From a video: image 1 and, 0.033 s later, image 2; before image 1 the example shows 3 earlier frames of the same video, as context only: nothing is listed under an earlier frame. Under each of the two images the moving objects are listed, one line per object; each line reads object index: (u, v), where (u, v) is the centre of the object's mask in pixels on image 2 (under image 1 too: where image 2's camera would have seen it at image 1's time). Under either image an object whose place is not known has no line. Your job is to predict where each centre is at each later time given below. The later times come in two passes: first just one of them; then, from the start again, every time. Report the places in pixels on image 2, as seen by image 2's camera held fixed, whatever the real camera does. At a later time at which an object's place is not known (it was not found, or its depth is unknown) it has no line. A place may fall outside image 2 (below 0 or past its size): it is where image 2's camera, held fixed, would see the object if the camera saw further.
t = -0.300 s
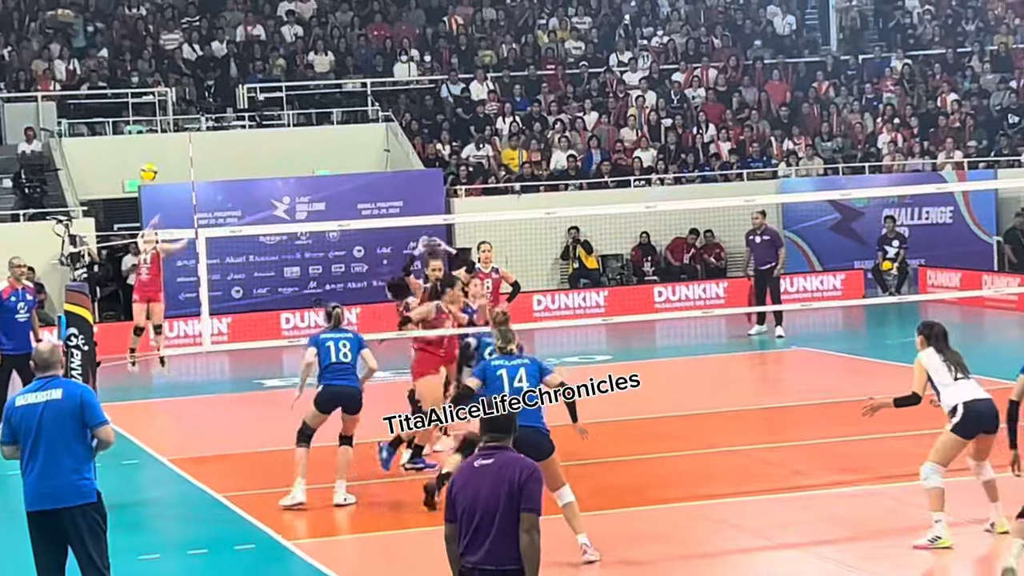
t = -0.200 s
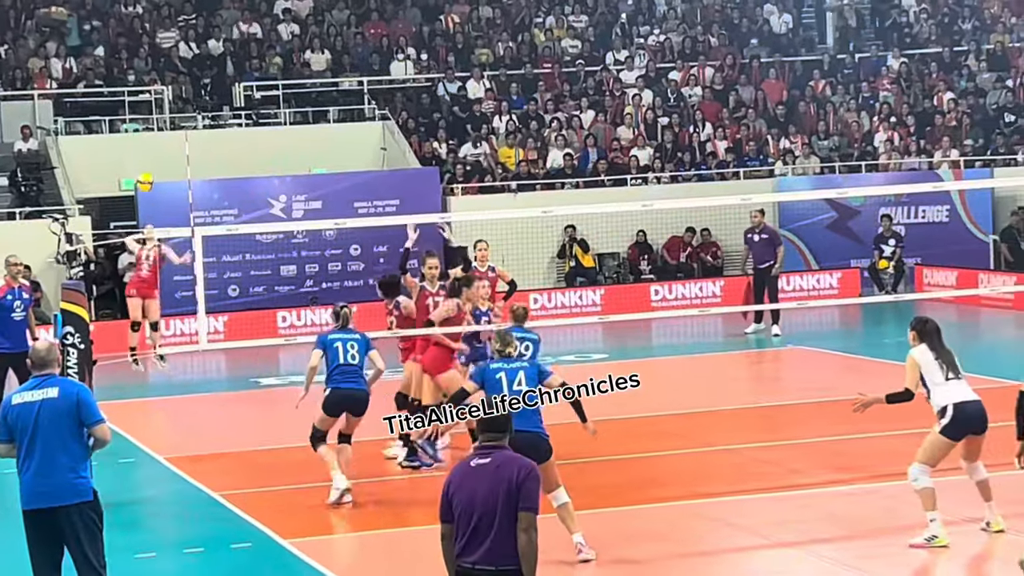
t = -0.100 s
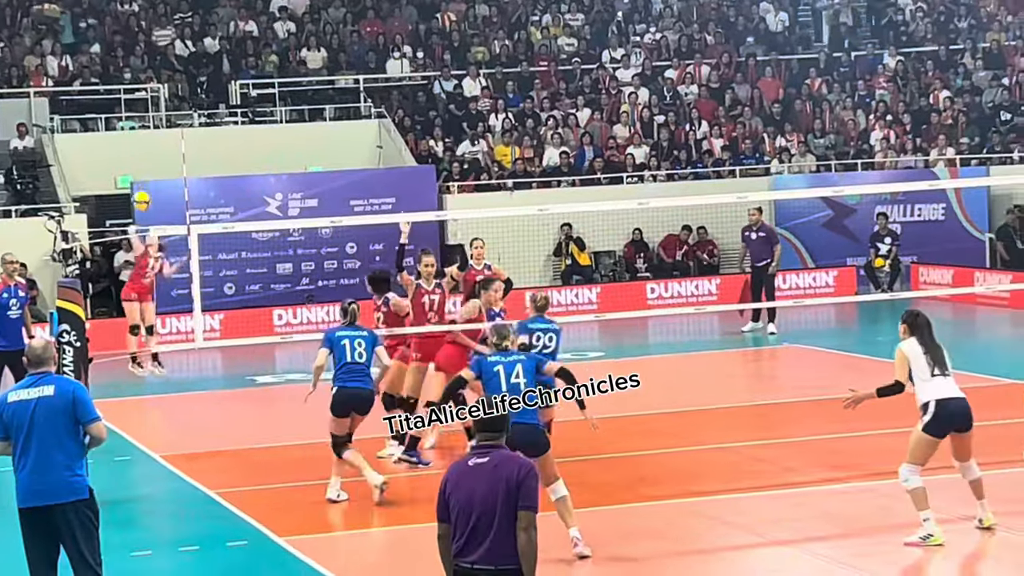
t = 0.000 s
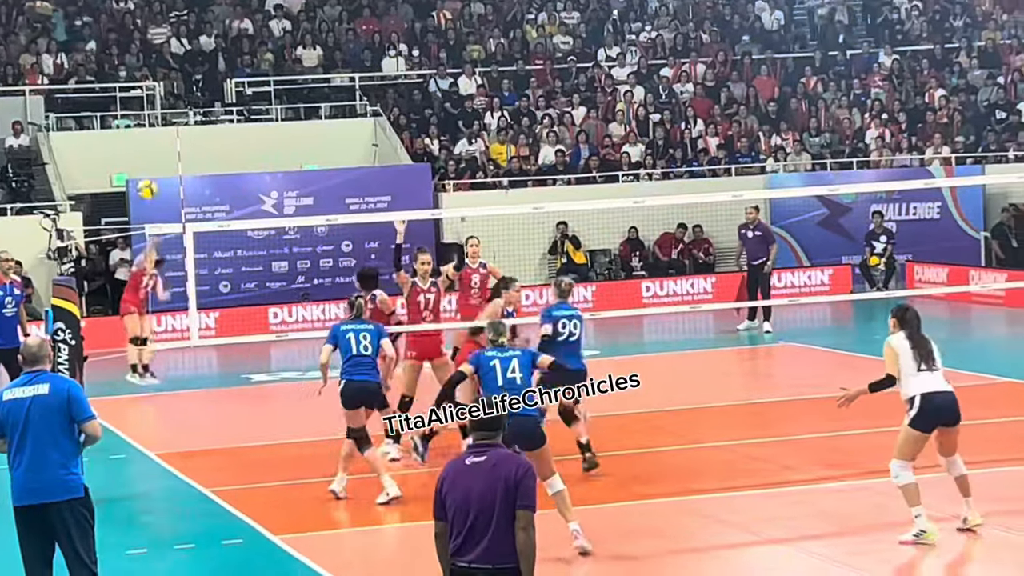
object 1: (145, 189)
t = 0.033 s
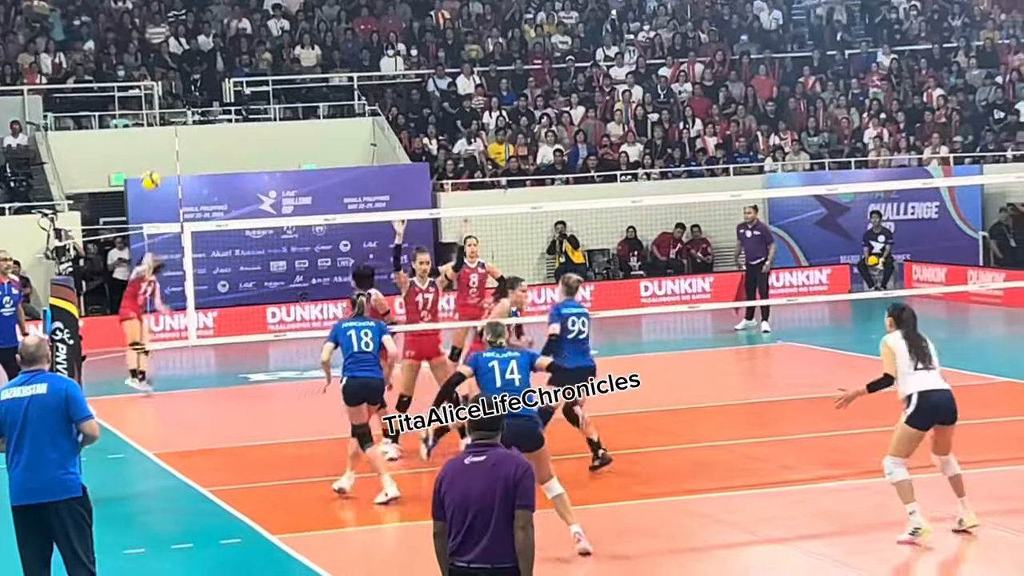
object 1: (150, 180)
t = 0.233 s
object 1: (177, 145)
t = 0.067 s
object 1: (155, 173)
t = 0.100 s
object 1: (160, 165)
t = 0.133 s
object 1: (164, 159)
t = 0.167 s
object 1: (168, 153)
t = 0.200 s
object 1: (174, 149)
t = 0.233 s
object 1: (177, 145)
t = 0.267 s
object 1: (184, 142)
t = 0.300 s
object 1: (187, 140)
